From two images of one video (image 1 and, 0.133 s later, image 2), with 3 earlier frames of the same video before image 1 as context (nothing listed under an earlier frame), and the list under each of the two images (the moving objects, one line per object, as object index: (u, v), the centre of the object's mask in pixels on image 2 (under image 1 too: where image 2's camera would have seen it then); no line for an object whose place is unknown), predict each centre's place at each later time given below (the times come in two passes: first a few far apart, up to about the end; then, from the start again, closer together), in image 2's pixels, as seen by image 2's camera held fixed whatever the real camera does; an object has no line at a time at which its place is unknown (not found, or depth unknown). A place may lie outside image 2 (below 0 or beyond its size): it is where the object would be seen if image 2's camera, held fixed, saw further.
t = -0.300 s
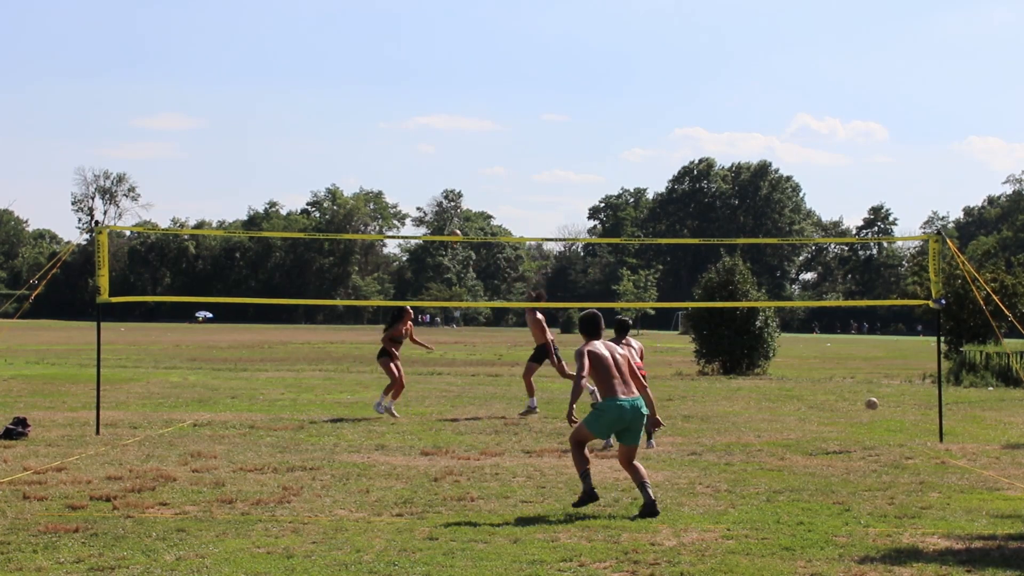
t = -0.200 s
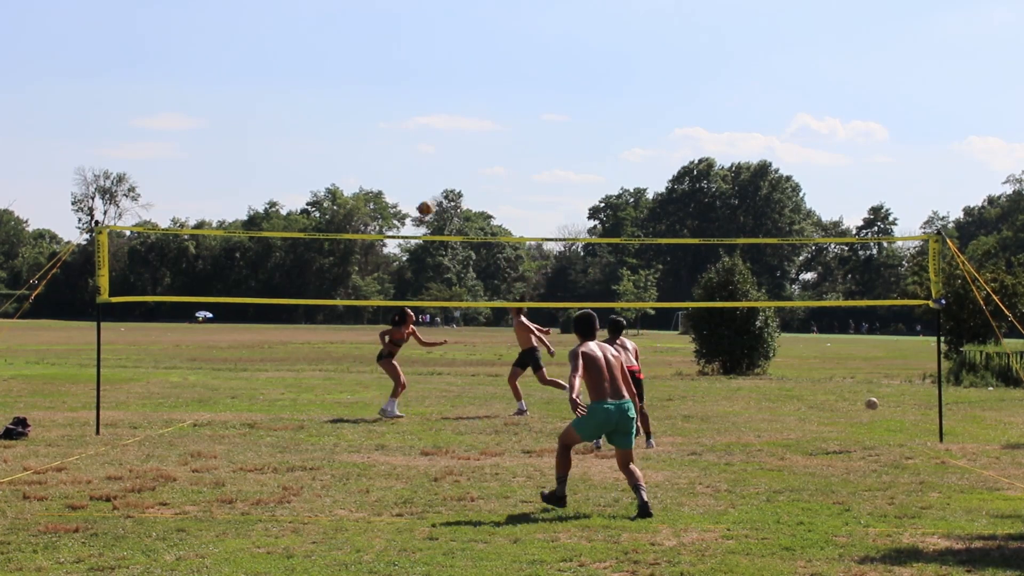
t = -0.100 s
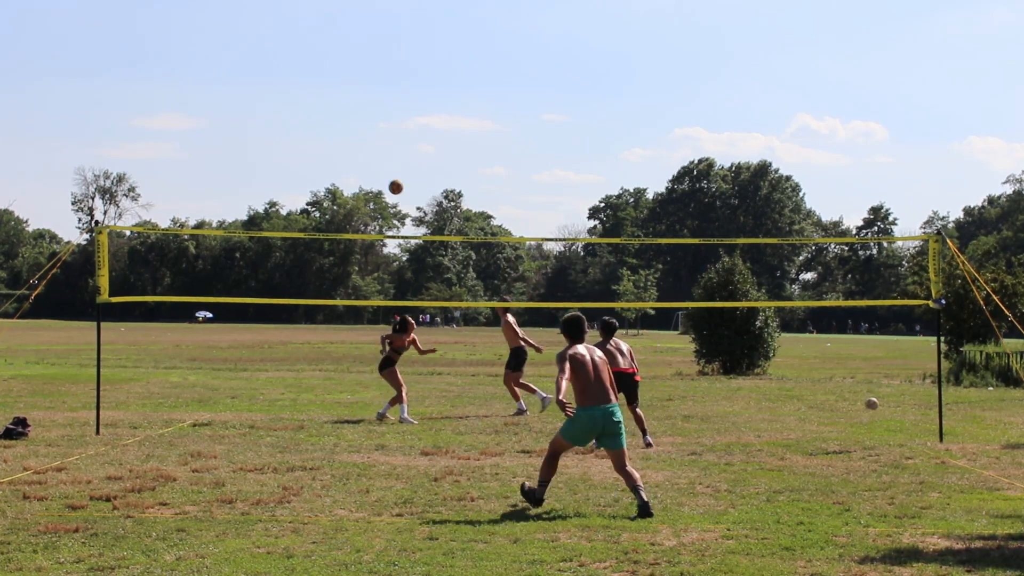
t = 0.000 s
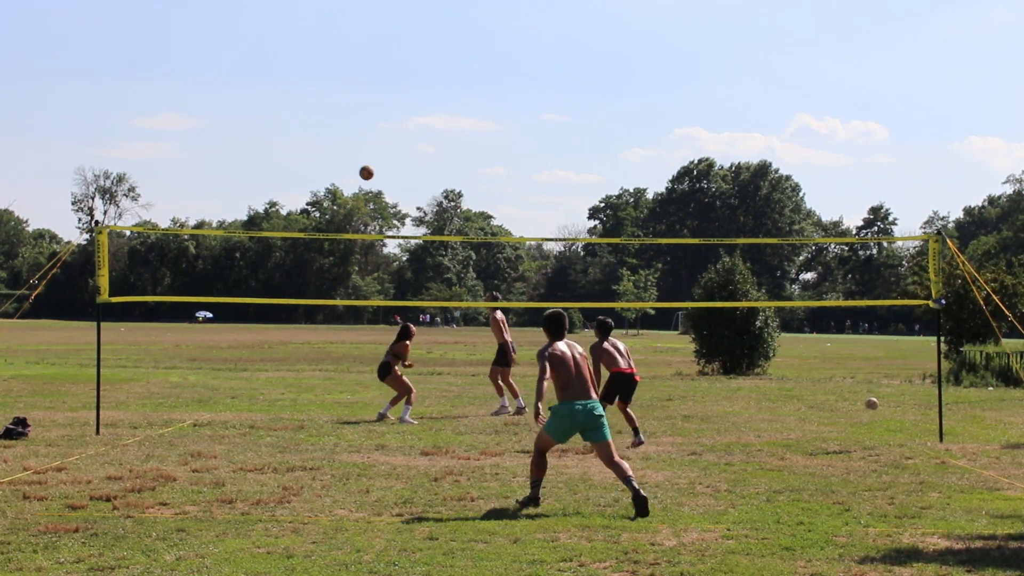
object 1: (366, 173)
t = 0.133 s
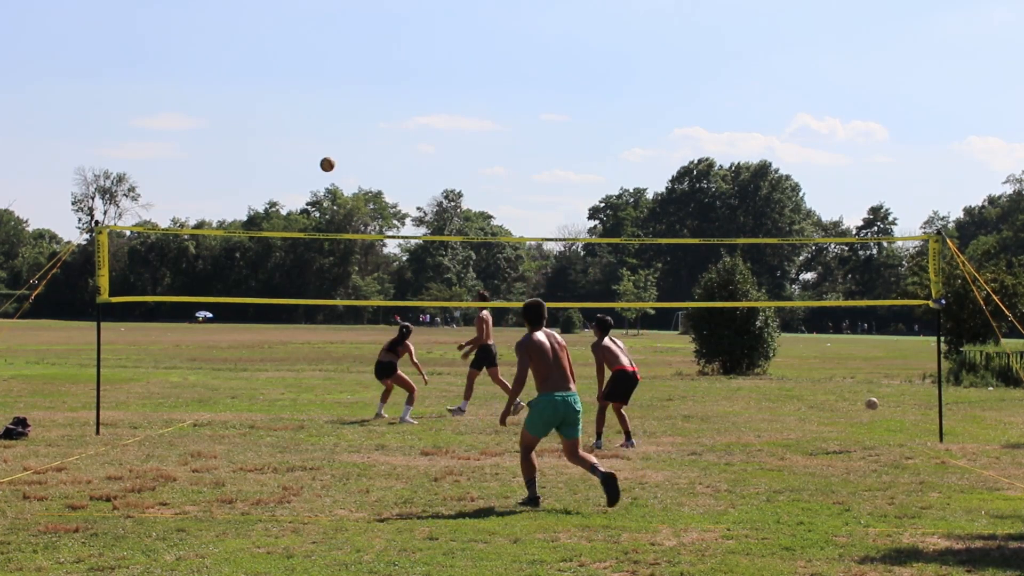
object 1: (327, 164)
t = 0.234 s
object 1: (297, 166)
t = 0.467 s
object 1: (227, 197)
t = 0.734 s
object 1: (147, 280)
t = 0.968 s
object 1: (77, 395)
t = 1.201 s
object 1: (31, 343)
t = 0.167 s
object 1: (317, 164)
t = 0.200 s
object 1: (307, 165)
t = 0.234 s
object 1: (297, 166)
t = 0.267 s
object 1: (287, 168)
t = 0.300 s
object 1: (278, 171)
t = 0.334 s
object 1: (267, 175)
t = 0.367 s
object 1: (257, 179)
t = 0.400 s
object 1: (247, 184)
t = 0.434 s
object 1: (237, 190)
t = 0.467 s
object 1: (227, 197)
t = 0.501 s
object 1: (218, 205)
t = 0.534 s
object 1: (207, 214)
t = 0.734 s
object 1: (147, 280)
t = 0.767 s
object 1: (137, 291)
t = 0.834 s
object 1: (117, 324)
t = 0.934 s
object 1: (86, 376)
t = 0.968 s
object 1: (77, 395)
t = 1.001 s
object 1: (68, 409)
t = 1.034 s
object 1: (62, 396)
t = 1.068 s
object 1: (56, 384)
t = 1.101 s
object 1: (50, 372)
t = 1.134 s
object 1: (43, 362)
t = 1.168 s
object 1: (37, 352)
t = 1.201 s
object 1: (31, 343)
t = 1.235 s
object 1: (24, 335)
